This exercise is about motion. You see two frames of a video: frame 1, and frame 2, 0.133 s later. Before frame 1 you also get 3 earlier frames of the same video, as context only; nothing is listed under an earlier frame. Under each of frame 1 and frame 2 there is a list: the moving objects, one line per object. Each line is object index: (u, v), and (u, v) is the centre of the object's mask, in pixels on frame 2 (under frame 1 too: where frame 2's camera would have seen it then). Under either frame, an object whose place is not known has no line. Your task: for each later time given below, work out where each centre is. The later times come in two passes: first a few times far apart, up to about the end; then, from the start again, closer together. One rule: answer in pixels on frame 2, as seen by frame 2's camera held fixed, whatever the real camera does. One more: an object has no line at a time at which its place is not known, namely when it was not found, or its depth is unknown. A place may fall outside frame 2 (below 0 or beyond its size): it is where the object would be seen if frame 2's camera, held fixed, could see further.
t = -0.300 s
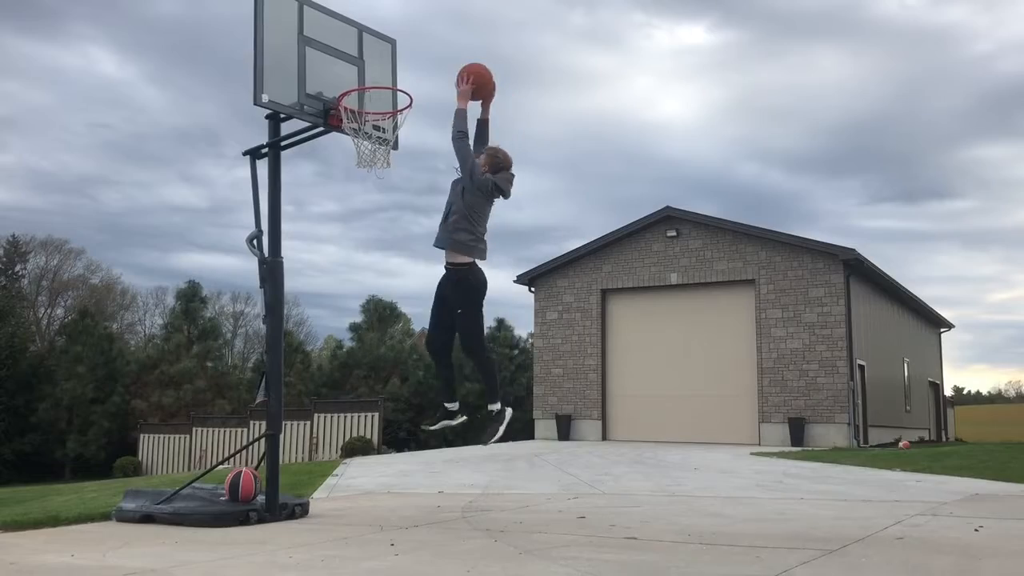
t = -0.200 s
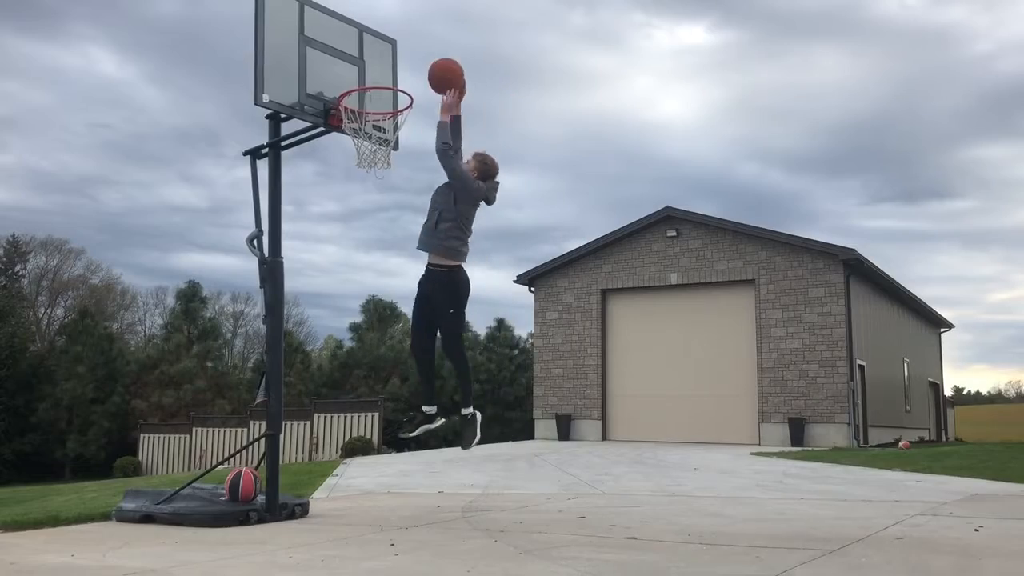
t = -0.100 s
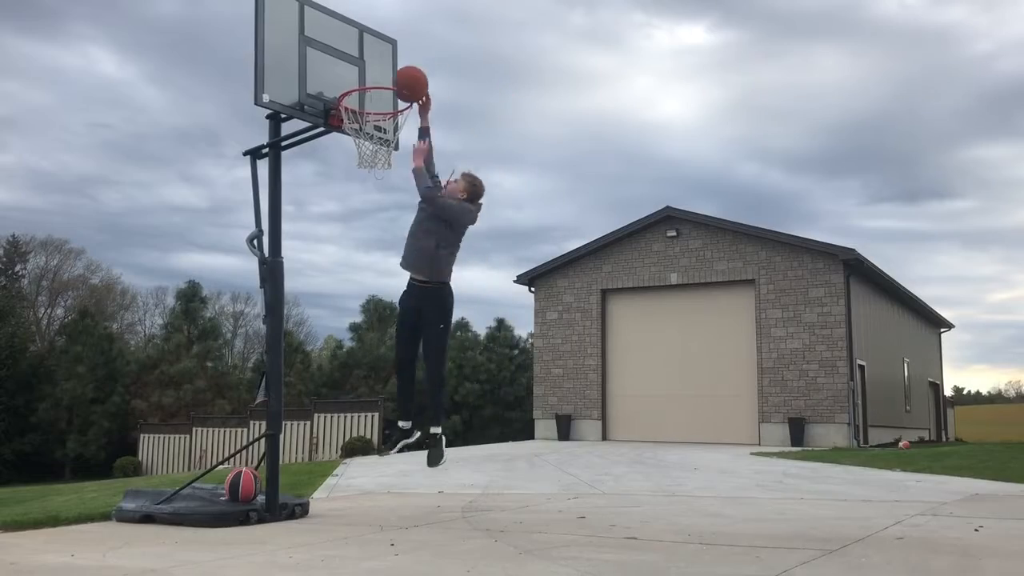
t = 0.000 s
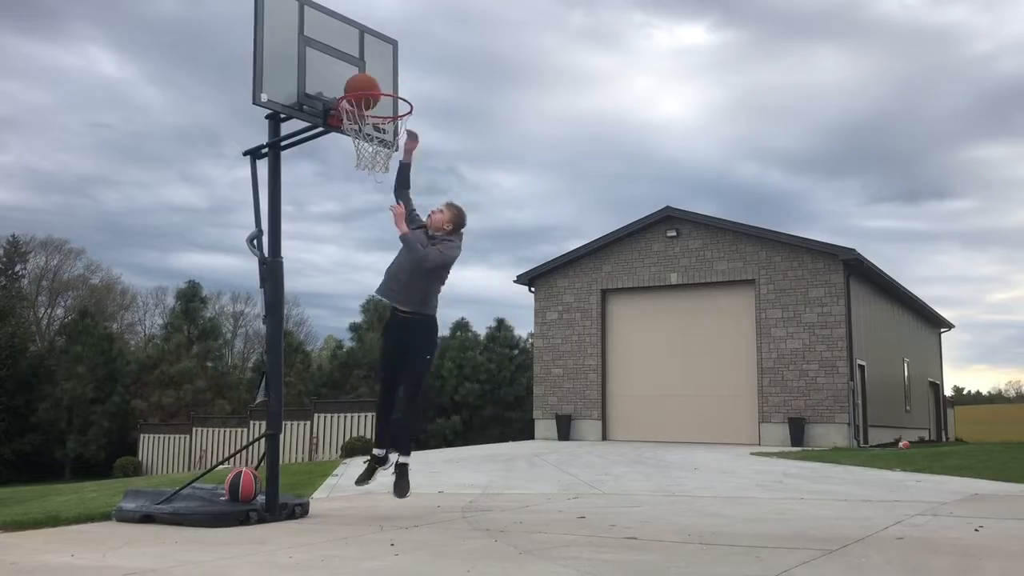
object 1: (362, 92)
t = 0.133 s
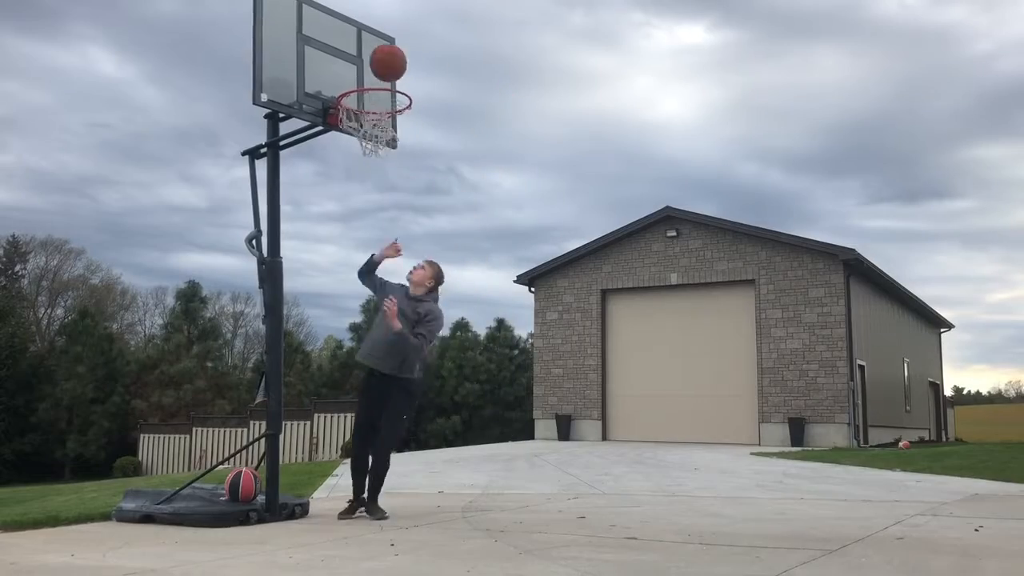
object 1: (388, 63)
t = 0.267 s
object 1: (428, 48)
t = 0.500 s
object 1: (500, 87)
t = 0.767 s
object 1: (586, 245)
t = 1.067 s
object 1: (685, 451)
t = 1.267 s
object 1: (715, 284)
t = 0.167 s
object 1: (398, 57)
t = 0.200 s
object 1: (408, 52)
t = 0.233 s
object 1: (418, 49)
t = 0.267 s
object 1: (428, 48)
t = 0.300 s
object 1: (438, 49)
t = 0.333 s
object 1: (448, 51)
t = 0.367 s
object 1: (458, 55)
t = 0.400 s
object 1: (469, 60)
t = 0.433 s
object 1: (479, 67)
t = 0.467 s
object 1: (489, 76)
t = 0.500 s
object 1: (500, 87)
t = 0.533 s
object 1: (510, 100)
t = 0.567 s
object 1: (521, 114)
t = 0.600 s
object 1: (531, 131)
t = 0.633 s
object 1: (542, 150)
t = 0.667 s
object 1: (553, 170)
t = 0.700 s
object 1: (564, 193)
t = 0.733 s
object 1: (574, 218)
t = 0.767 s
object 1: (586, 245)
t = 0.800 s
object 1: (597, 274)
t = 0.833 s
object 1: (609, 306)
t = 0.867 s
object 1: (621, 341)
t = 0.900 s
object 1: (634, 379)
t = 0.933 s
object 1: (647, 420)
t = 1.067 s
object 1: (685, 451)
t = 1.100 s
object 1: (690, 418)
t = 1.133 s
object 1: (695, 387)
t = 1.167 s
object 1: (700, 358)
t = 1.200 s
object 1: (705, 332)
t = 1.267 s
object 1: (715, 284)
